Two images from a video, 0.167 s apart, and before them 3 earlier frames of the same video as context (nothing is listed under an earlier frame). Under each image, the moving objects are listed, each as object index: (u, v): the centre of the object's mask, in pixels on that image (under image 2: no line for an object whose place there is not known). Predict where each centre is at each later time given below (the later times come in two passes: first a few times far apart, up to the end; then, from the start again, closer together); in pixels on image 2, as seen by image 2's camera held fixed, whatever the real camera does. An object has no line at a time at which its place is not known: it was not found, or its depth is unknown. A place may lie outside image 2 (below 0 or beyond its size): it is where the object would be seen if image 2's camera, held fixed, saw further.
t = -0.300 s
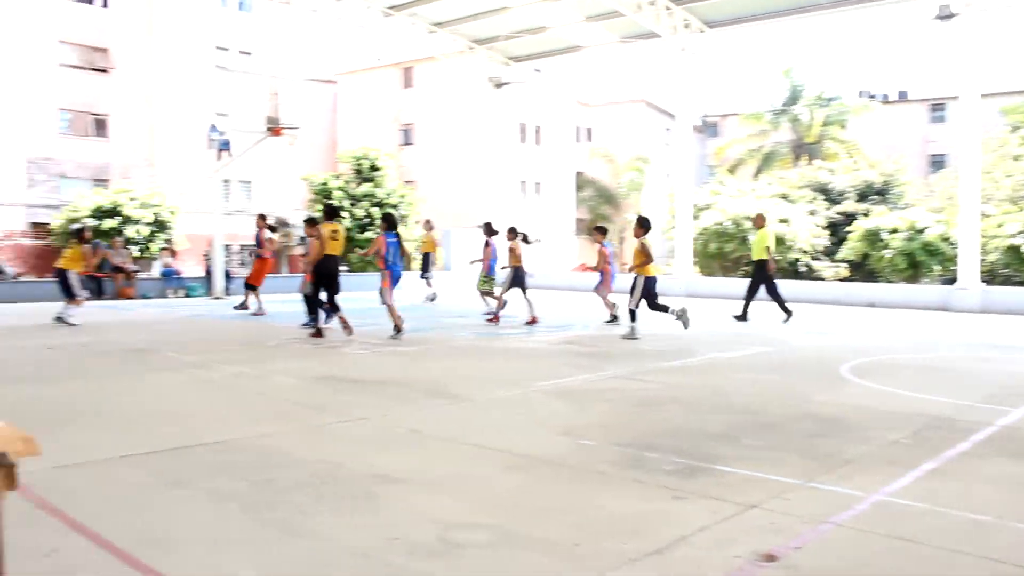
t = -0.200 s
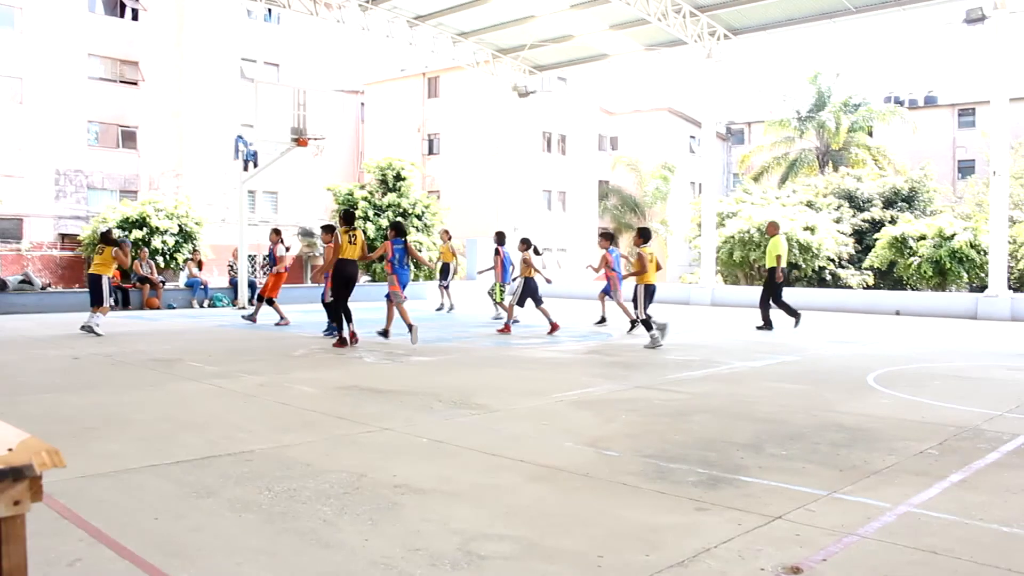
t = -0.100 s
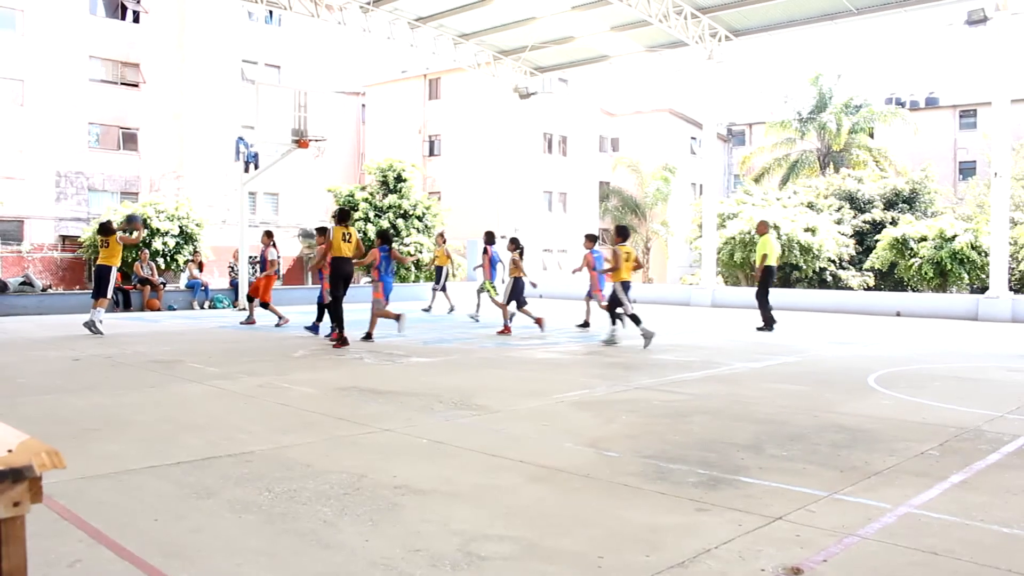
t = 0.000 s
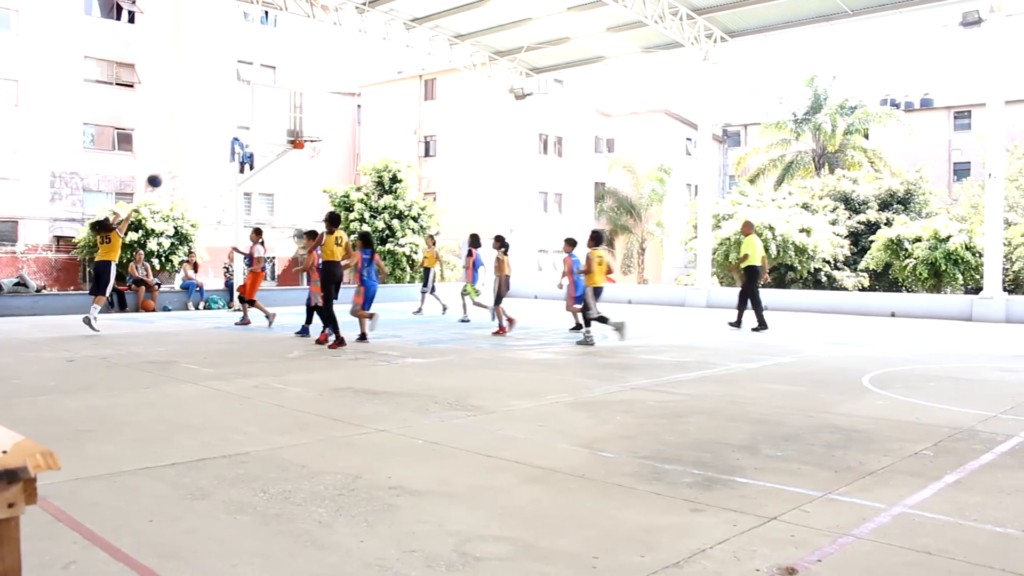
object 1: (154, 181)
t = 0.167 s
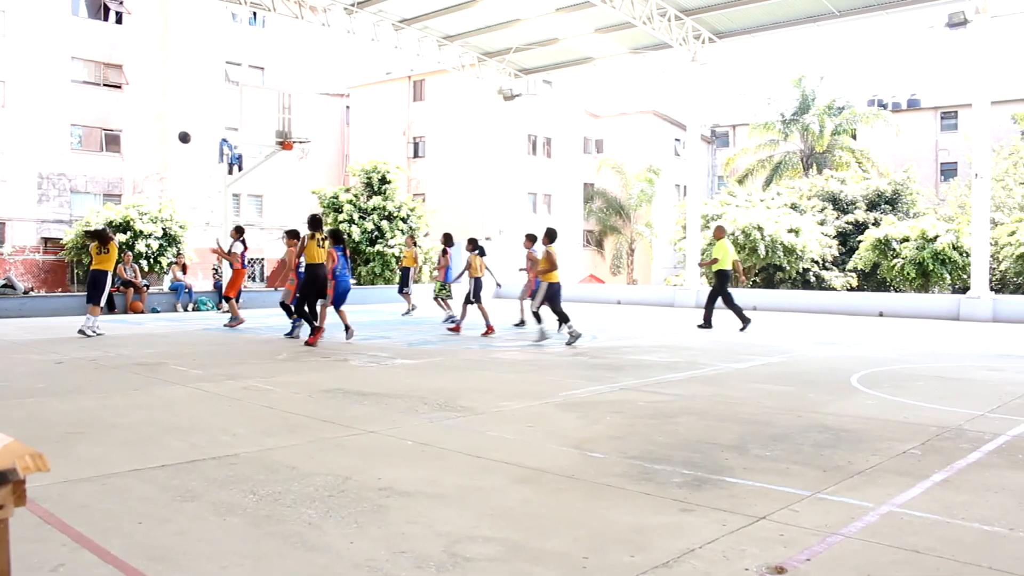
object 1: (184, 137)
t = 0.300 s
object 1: (213, 119)
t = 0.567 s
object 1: (264, 115)
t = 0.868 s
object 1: (306, 135)
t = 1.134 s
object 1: (300, 133)
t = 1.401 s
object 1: (293, 174)
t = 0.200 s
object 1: (192, 131)
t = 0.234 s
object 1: (199, 126)
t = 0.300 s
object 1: (213, 119)
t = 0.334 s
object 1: (220, 116)
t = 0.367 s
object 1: (226, 115)
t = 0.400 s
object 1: (233, 114)
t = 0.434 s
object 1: (239, 113)
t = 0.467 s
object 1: (244, 113)
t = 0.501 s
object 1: (251, 112)
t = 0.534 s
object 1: (258, 113)
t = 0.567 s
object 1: (264, 115)
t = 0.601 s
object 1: (270, 119)
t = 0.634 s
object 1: (276, 122)
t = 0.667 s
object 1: (282, 124)
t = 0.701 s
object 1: (288, 127)
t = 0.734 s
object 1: (293, 130)
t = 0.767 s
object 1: (300, 134)
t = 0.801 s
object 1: (305, 138)
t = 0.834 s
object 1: (306, 137)
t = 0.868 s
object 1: (306, 135)
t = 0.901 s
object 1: (305, 133)
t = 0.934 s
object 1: (305, 131)
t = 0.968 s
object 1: (304, 130)
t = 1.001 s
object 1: (303, 129)
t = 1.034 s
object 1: (302, 129)
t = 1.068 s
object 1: (302, 130)
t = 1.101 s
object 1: (301, 131)
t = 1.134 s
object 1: (300, 133)
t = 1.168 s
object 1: (299, 135)
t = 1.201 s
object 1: (299, 139)
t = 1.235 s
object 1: (298, 143)
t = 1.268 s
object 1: (297, 148)
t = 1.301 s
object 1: (297, 153)
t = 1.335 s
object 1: (295, 159)
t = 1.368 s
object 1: (294, 166)
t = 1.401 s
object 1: (293, 174)
